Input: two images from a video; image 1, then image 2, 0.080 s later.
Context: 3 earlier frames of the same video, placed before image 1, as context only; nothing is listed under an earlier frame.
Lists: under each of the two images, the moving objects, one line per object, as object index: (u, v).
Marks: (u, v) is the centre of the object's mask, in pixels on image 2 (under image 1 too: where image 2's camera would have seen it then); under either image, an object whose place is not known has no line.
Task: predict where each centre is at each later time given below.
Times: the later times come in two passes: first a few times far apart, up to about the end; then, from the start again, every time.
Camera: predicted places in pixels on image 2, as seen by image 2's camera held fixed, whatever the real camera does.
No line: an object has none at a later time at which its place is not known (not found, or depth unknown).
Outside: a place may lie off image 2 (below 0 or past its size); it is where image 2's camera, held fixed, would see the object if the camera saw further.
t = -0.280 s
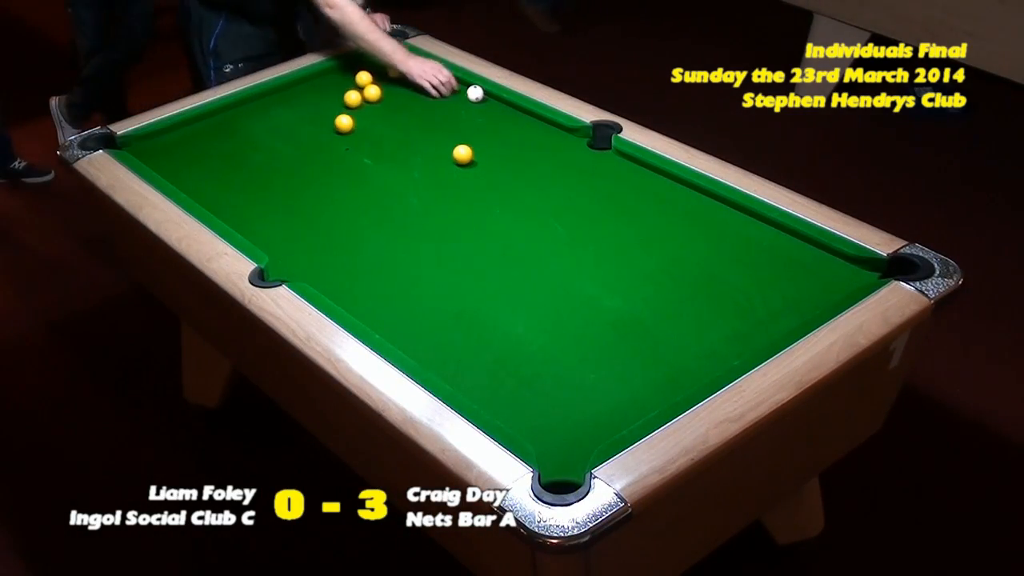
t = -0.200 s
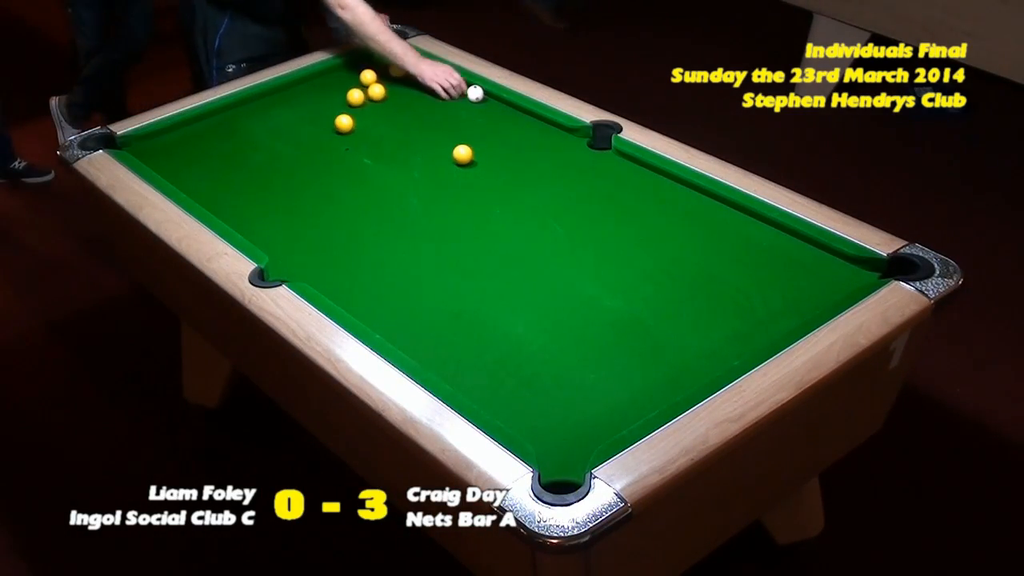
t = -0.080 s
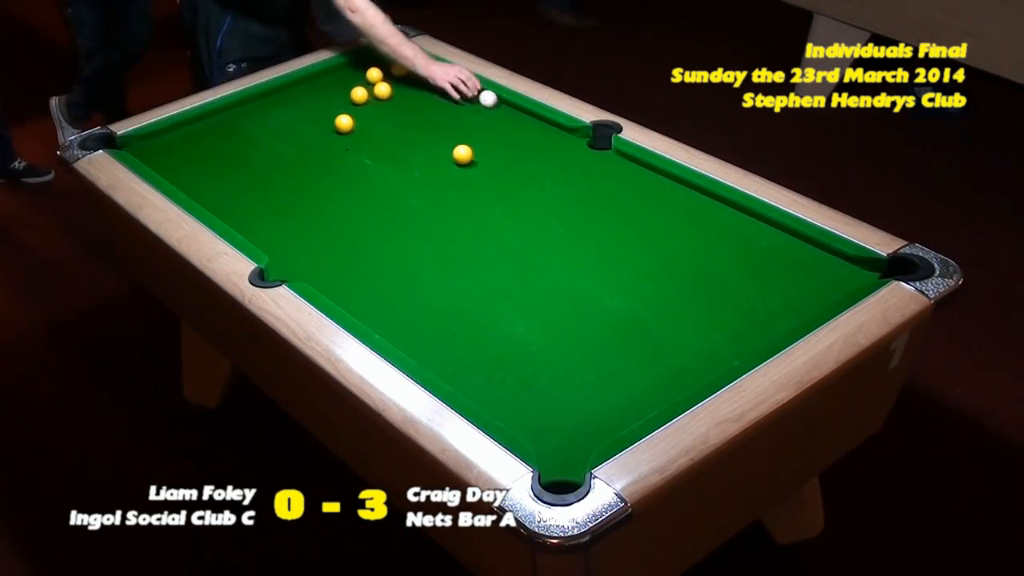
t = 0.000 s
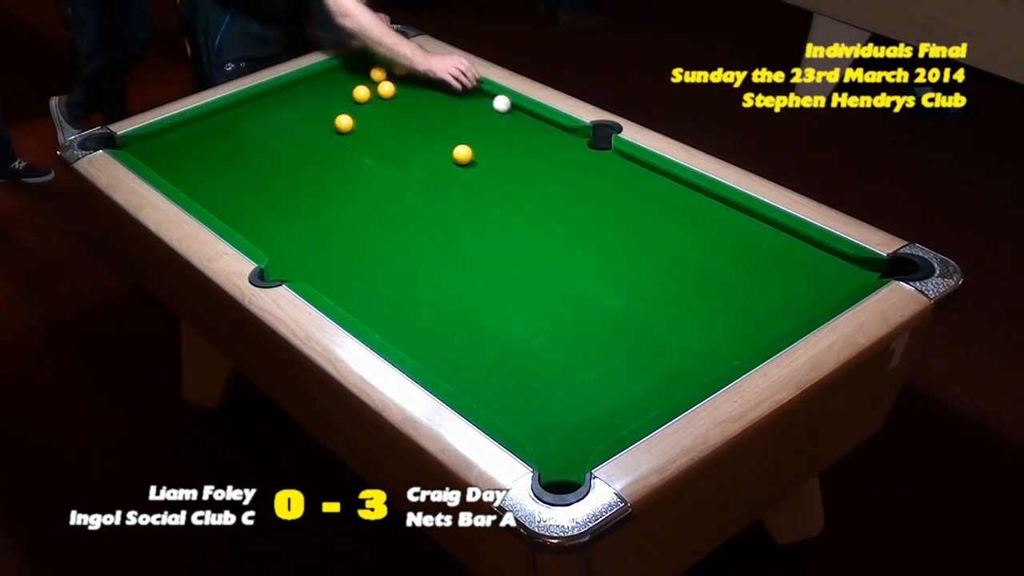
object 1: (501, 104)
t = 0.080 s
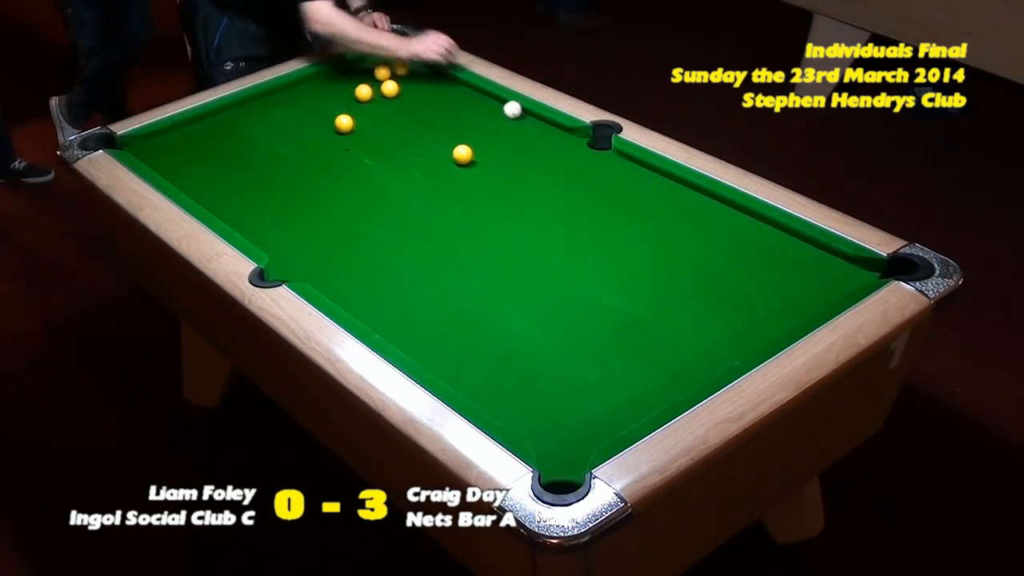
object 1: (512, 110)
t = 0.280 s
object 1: (539, 124)
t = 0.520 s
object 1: (572, 141)
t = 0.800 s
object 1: (611, 161)
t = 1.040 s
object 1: (645, 179)
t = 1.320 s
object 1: (684, 200)
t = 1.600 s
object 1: (723, 221)
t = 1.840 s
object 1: (756, 239)
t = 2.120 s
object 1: (794, 259)
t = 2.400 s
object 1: (830, 280)
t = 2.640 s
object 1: (835, 283)
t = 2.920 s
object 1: (812, 273)
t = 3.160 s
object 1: (796, 265)
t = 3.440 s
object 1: (780, 258)
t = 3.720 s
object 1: (766, 253)
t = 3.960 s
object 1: (756, 249)
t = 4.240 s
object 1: (748, 246)
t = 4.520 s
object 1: (742, 244)
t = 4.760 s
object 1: (741, 243)
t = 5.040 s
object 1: (741, 242)
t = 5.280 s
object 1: (742, 243)
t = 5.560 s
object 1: (742, 243)
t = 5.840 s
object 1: (742, 243)
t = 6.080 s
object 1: (741, 243)
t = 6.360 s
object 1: (742, 243)
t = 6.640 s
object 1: (742, 243)
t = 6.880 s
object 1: (742, 243)
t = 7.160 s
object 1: (742, 243)
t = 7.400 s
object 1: (742, 243)
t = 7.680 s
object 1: (742, 243)
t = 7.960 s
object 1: (742, 243)
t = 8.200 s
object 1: (742, 243)
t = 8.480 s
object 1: (742, 243)
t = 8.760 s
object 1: (742, 243)
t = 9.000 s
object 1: (742, 243)
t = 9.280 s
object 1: (742, 243)
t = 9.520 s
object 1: (742, 243)
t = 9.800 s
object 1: (742, 243)
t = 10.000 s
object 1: (742, 242)
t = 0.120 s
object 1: (518, 112)
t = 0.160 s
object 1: (523, 115)
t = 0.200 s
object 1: (528, 118)
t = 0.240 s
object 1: (534, 121)
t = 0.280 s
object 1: (539, 124)
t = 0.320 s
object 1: (545, 127)
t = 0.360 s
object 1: (550, 129)
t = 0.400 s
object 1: (556, 132)
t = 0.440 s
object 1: (561, 135)
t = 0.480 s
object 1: (566, 138)
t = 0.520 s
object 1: (572, 141)
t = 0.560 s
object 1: (578, 144)
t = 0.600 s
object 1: (583, 147)
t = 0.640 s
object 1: (589, 150)
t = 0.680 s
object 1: (594, 153)
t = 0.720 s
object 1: (600, 156)
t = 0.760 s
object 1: (606, 158)
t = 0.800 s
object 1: (611, 161)
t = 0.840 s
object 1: (617, 164)
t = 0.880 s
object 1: (623, 167)
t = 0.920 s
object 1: (628, 170)
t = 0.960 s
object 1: (634, 173)
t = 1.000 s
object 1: (639, 176)
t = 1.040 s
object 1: (645, 179)
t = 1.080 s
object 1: (651, 182)
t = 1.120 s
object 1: (656, 185)
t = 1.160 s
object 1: (662, 188)
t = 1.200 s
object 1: (667, 191)
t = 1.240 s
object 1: (673, 194)
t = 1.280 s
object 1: (678, 197)
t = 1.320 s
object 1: (684, 200)
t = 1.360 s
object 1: (690, 203)
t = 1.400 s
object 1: (695, 206)
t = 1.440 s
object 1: (701, 209)
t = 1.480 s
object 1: (706, 212)
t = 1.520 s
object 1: (712, 215)
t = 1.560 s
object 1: (717, 218)
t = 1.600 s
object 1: (723, 221)
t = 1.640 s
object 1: (729, 224)
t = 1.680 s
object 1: (734, 227)
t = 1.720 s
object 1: (740, 230)
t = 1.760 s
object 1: (745, 233)
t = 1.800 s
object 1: (751, 236)
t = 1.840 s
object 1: (756, 239)
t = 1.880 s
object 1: (761, 242)
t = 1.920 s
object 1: (767, 245)
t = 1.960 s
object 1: (773, 248)
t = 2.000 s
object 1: (778, 251)
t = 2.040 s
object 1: (783, 254)
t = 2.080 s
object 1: (789, 257)
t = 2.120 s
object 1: (794, 259)
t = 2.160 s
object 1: (799, 262)
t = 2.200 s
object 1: (804, 265)
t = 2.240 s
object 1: (809, 268)
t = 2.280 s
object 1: (814, 271)
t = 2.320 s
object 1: (820, 274)
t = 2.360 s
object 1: (825, 277)
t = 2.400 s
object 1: (830, 280)
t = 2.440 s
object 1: (835, 283)
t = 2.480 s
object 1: (839, 284)
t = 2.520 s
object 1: (844, 286)
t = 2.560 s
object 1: (841, 285)
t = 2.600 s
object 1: (838, 284)
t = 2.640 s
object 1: (835, 283)
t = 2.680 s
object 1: (831, 282)
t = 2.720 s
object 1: (828, 280)
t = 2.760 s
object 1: (825, 279)
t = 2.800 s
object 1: (821, 277)
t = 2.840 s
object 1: (818, 276)
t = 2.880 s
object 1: (815, 275)
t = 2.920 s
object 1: (812, 273)
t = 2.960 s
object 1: (809, 272)
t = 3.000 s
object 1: (806, 270)
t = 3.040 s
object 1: (804, 269)
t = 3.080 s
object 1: (801, 268)
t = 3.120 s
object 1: (798, 267)
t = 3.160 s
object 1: (796, 265)
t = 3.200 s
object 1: (794, 264)
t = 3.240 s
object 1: (791, 263)
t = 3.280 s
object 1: (789, 262)
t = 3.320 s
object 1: (786, 261)
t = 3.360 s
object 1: (784, 260)
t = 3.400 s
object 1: (781, 259)
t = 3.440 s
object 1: (780, 258)
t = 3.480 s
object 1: (777, 257)
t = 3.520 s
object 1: (775, 256)
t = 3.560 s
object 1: (773, 256)
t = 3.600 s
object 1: (771, 255)
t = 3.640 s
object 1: (770, 254)
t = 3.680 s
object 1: (768, 253)
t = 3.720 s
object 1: (766, 253)
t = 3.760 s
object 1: (764, 252)
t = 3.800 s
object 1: (763, 251)
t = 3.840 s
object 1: (761, 251)
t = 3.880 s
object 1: (759, 250)
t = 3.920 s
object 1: (758, 250)
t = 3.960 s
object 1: (756, 249)
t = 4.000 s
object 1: (755, 248)
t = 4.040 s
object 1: (753, 248)
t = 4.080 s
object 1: (752, 248)
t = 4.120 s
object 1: (751, 247)
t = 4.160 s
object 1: (750, 247)
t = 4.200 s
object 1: (749, 246)
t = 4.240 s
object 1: (748, 246)
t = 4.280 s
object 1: (747, 246)
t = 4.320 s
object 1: (746, 246)
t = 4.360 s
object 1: (745, 245)
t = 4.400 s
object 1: (744, 245)
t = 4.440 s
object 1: (743, 245)
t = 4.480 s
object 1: (743, 245)
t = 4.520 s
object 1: (742, 244)
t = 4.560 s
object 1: (742, 244)
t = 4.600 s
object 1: (741, 244)
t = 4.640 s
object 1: (741, 244)
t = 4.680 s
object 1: (741, 243)
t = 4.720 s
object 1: (741, 243)
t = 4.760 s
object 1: (741, 243)
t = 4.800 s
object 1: (741, 243)
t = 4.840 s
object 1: (741, 243)
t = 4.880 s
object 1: (741, 243)
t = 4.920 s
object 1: (741, 243)
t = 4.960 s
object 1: (741, 243)
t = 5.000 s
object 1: (741, 242)
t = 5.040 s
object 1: (741, 242)
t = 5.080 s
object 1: (741, 242)
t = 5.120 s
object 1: (741, 242)
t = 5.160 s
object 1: (741, 242)
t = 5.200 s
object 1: (741, 242)
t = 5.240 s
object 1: (741, 243)
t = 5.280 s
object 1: (742, 243)
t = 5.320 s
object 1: (742, 243)
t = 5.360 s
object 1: (742, 243)
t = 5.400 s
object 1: (742, 243)
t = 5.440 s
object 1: (742, 243)
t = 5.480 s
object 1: (742, 243)
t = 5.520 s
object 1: (742, 243)
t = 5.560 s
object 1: (742, 243)
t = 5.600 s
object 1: (742, 243)
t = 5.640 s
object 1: (742, 243)
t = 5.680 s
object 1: (742, 243)
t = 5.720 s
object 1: (742, 243)
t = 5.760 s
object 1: (742, 242)
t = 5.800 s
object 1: (742, 242)
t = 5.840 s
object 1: (742, 243)
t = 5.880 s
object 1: (741, 242)
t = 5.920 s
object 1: (741, 242)
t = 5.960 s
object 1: (741, 243)
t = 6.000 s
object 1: (741, 243)
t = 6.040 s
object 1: (741, 242)
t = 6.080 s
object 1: (741, 243)
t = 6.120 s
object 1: (741, 243)
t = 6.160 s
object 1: (741, 243)
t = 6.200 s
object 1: (741, 243)
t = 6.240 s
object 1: (741, 243)
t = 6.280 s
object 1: (741, 242)
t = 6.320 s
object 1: (742, 243)
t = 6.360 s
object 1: (742, 243)
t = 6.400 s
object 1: (742, 243)
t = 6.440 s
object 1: (741, 243)
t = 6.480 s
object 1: (741, 243)
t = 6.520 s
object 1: (741, 243)
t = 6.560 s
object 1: (742, 243)
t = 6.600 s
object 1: (742, 243)
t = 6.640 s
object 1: (742, 243)
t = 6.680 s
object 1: (742, 243)
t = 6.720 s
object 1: (742, 243)
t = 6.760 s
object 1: (742, 243)
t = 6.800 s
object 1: (742, 243)
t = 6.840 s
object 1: (742, 243)
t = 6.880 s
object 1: (742, 243)
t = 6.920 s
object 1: (742, 243)
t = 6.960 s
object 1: (742, 243)
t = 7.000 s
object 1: (742, 243)
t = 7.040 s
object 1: (742, 243)
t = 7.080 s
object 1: (742, 243)
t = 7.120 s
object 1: (742, 243)
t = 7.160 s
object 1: (742, 243)
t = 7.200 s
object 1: (742, 243)
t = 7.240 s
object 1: (742, 243)
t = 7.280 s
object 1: (742, 243)
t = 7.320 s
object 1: (742, 243)
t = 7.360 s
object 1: (742, 243)
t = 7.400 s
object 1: (742, 243)
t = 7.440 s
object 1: (742, 243)
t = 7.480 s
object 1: (742, 243)
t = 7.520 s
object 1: (742, 243)
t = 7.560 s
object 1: (742, 243)
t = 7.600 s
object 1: (742, 243)
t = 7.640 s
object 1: (742, 243)
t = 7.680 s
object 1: (742, 243)
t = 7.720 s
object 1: (742, 243)
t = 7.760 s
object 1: (742, 243)
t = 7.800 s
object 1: (742, 243)
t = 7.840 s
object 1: (742, 243)
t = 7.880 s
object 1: (742, 243)
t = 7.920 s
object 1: (742, 243)
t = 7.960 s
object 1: (742, 243)
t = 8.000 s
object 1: (742, 243)
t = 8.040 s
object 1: (742, 243)
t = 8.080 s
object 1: (742, 243)
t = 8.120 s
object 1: (742, 243)
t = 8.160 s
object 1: (742, 243)
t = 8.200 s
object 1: (742, 243)
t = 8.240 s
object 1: (742, 243)
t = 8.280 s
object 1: (742, 243)
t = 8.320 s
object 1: (742, 243)
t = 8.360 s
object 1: (742, 243)
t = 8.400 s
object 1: (742, 243)
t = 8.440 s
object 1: (742, 243)
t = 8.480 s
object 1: (742, 243)
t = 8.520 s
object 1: (742, 243)
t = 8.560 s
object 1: (742, 243)
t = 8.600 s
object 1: (742, 242)
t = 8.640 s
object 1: (742, 243)
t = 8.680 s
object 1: (742, 242)
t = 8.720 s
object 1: (742, 243)
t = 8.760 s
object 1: (742, 243)
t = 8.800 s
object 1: (742, 243)
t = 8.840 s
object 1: (742, 243)
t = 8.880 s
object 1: (742, 243)
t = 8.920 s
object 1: (742, 243)
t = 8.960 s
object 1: (742, 243)
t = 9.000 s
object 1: (742, 243)
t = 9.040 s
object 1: (742, 243)
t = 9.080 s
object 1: (742, 243)
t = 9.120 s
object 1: (742, 243)
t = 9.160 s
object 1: (742, 242)
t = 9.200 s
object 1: (742, 243)
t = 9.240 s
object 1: (742, 243)
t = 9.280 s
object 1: (742, 243)
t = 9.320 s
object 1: (742, 243)
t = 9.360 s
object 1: (742, 243)
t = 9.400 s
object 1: (742, 243)
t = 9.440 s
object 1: (742, 243)
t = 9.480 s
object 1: (742, 242)
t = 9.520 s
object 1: (742, 243)
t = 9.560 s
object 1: (742, 242)
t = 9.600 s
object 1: (742, 242)
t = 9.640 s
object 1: (742, 242)
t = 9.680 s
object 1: (742, 243)
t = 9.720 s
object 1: (742, 243)
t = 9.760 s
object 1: (742, 243)
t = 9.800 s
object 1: (742, 243)
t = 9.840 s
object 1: (742, 243)
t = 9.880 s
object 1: (742, 243)
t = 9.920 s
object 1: (742, 243)
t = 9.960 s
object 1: (742, 242)
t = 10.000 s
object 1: (742, 242)
